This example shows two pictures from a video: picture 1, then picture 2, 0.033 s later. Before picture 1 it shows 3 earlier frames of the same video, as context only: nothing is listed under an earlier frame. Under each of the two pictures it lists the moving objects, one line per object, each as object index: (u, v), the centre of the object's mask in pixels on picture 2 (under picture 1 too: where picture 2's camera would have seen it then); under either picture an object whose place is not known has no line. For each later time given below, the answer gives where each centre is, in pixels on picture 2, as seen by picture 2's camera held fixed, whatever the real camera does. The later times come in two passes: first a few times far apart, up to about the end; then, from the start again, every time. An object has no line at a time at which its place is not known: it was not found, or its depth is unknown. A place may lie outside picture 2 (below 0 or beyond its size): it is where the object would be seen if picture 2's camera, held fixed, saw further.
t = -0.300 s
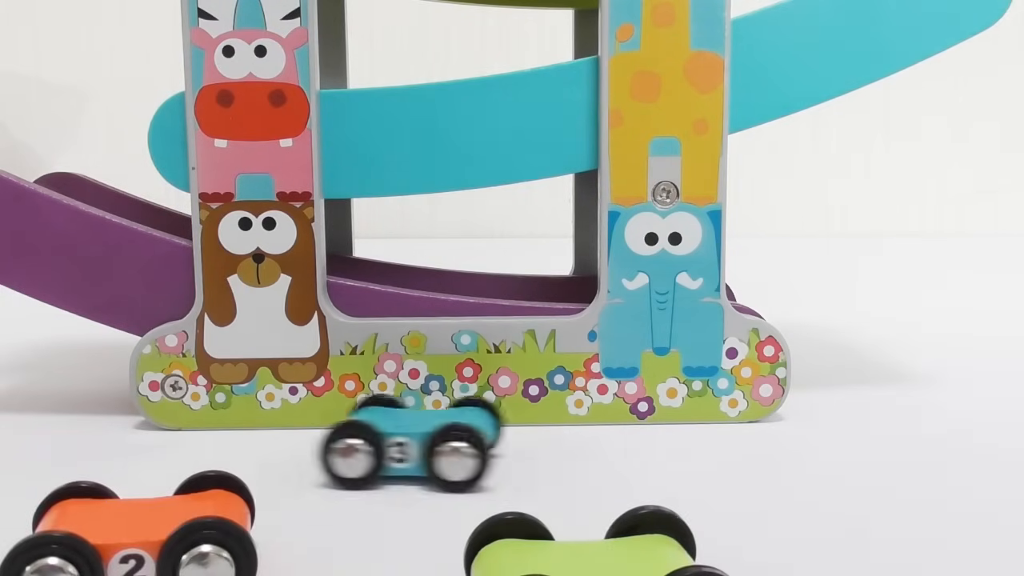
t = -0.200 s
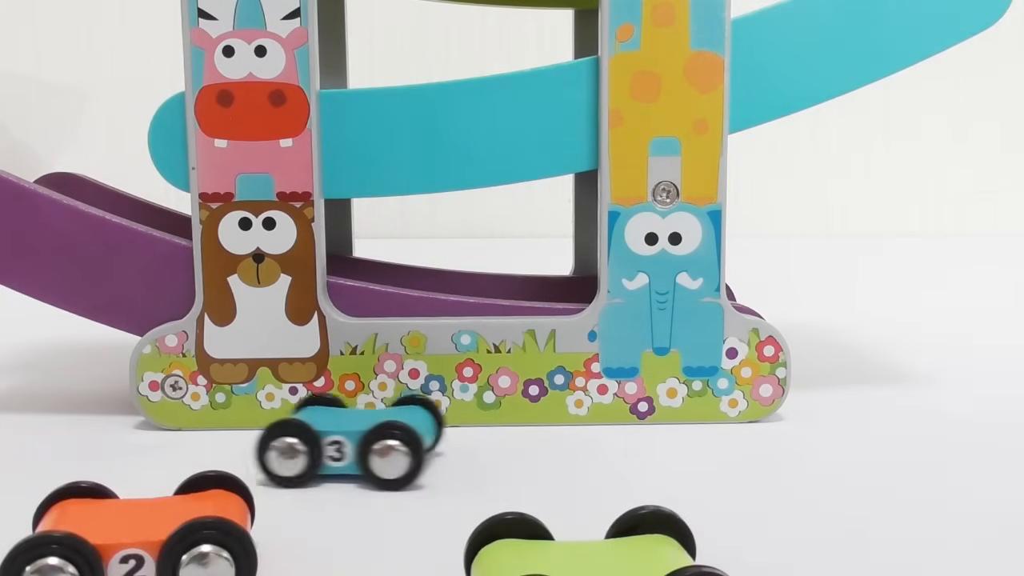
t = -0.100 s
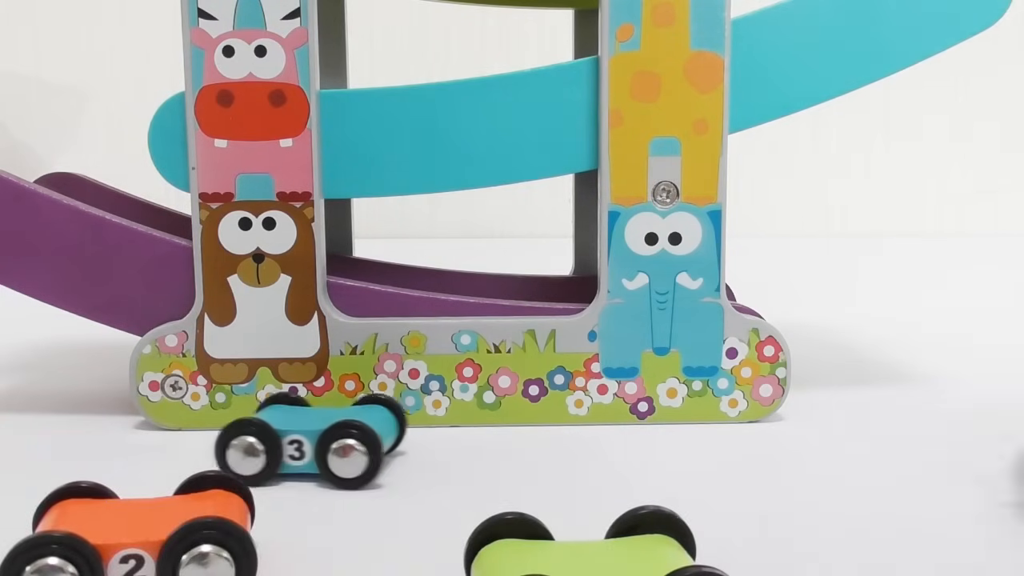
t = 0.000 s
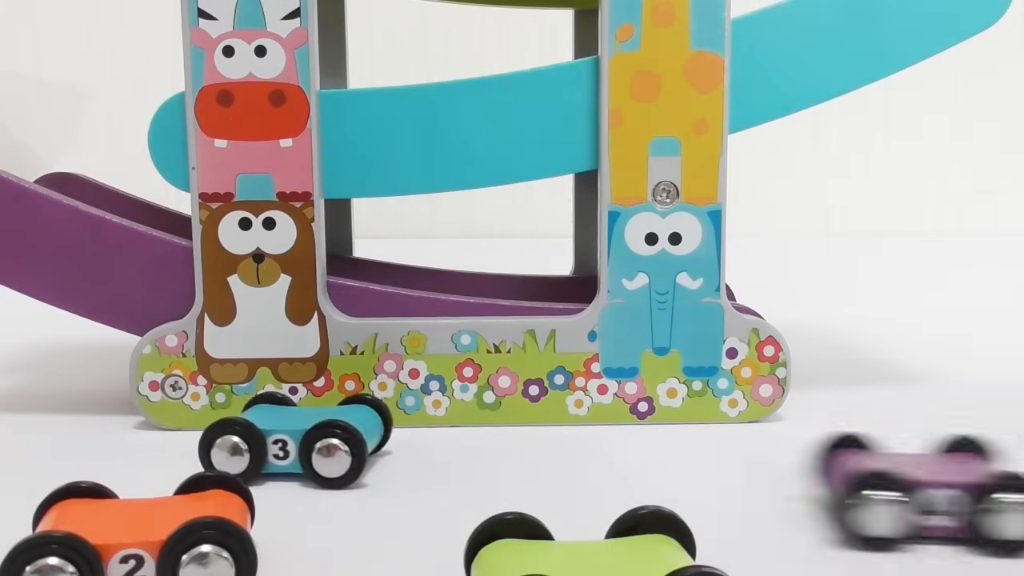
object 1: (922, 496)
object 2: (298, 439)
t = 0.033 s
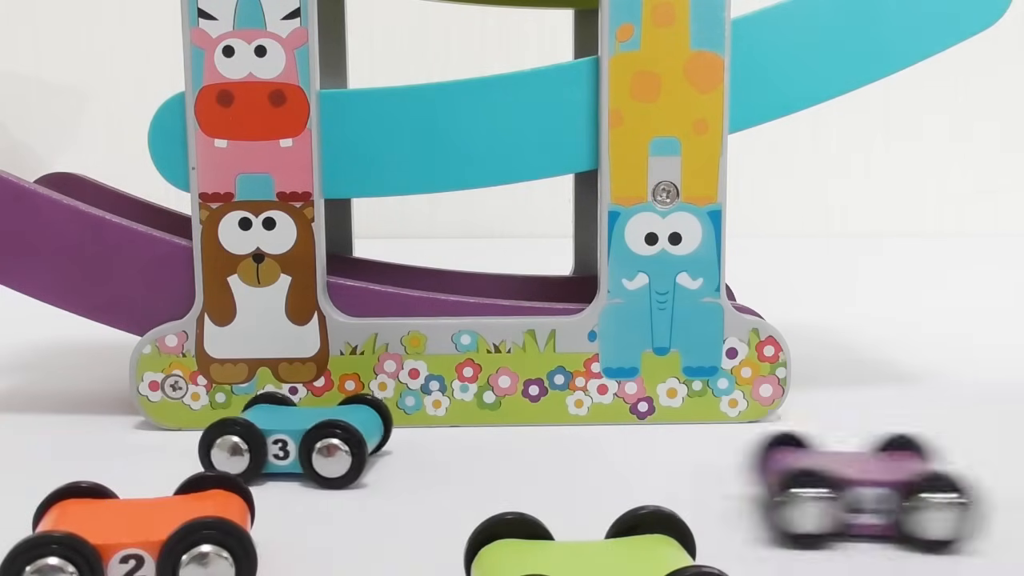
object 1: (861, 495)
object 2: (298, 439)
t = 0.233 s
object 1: (535, 481)
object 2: (302, 439)
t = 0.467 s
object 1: (395, 477)
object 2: (261, 433)
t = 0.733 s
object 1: (401, 477)
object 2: (261, 434)
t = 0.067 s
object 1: (796, 493)
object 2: (299, 439)
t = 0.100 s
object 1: (743, 489)
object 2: (301, 439)
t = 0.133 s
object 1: (684, 485)
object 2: (302, 439)
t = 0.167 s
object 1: (625, 482)
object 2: (302, 439)
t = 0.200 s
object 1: (577, 479)
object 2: (302, 439)
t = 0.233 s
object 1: (535, 481)
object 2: (302, 439)
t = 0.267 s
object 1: (494, 480)
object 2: (302, 439)
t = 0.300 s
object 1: (456, 478)
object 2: (302, 439)
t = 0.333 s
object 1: (427, 478)
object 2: (292, 436)
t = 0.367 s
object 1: (415, 478)
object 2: (280, 434)
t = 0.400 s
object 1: (405, 477)
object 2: (271, 433)
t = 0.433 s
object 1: (398, 477)
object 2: (265, 433)
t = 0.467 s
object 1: (395, 477)
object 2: (261, 433)
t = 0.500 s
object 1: (395, 477)
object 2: (258, 433)
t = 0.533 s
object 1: (396, 477)
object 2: (259, 433)
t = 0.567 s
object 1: (398, 477)
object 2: (260, 433)
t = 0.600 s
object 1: (401, 477)
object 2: (261, 433)
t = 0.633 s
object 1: (403, 477)
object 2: (262, 434)
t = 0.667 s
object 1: (403, 477)
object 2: (262, 434)
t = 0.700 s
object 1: (402, 477)
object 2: (262, 434)
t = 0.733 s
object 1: (401, 477)
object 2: (261, 434)
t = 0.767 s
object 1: (400, 477)
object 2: (261, 434)
